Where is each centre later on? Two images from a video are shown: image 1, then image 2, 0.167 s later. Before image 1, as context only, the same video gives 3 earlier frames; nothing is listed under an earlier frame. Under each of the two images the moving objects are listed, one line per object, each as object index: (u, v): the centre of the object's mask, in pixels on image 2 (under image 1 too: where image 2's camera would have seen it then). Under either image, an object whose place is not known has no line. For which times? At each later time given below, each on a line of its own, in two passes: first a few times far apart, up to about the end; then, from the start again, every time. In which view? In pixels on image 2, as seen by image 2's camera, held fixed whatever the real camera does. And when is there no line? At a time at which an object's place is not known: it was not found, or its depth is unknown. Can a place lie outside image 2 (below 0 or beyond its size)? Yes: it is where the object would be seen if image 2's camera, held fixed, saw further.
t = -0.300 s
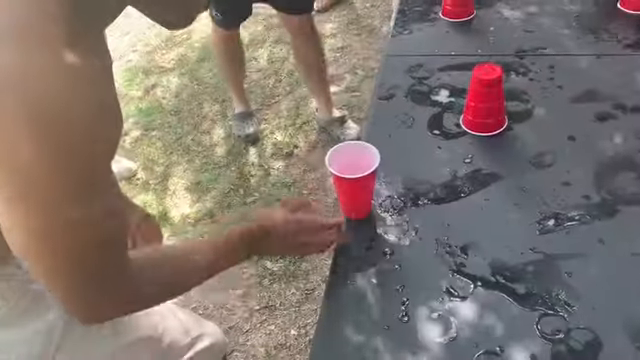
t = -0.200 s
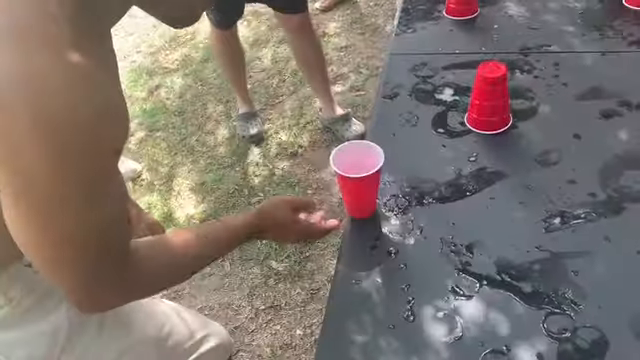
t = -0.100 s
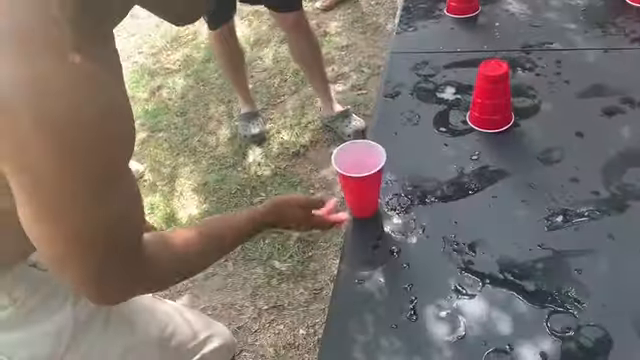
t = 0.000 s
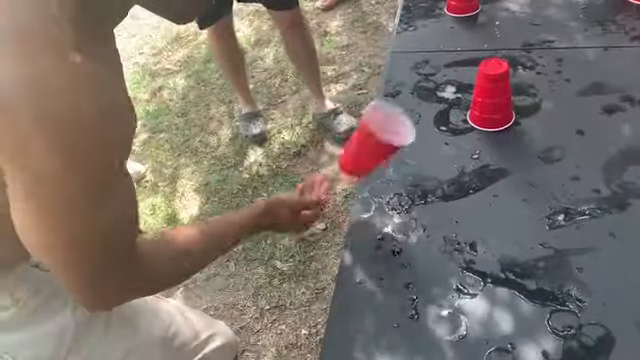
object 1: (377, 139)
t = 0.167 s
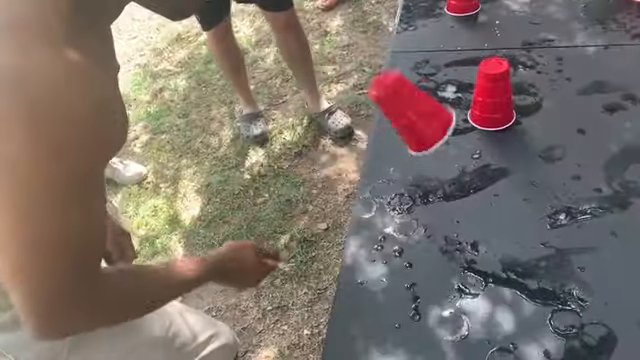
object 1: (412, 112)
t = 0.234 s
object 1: (425, 132)
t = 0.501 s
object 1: (529, 161)
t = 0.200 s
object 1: (419, 121)
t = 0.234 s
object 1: (425, 132)
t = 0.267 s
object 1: (431, 147)
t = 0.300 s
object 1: (438, 165)
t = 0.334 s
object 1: (449, 172)
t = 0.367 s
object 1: (462, 166)
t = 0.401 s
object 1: (475, 162)
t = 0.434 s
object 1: (496, 164)
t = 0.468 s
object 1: (514, 160)
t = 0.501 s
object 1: (529, 161)
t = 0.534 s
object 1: (542, 166)
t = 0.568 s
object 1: (558, 175)
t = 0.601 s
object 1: (570, 179)
